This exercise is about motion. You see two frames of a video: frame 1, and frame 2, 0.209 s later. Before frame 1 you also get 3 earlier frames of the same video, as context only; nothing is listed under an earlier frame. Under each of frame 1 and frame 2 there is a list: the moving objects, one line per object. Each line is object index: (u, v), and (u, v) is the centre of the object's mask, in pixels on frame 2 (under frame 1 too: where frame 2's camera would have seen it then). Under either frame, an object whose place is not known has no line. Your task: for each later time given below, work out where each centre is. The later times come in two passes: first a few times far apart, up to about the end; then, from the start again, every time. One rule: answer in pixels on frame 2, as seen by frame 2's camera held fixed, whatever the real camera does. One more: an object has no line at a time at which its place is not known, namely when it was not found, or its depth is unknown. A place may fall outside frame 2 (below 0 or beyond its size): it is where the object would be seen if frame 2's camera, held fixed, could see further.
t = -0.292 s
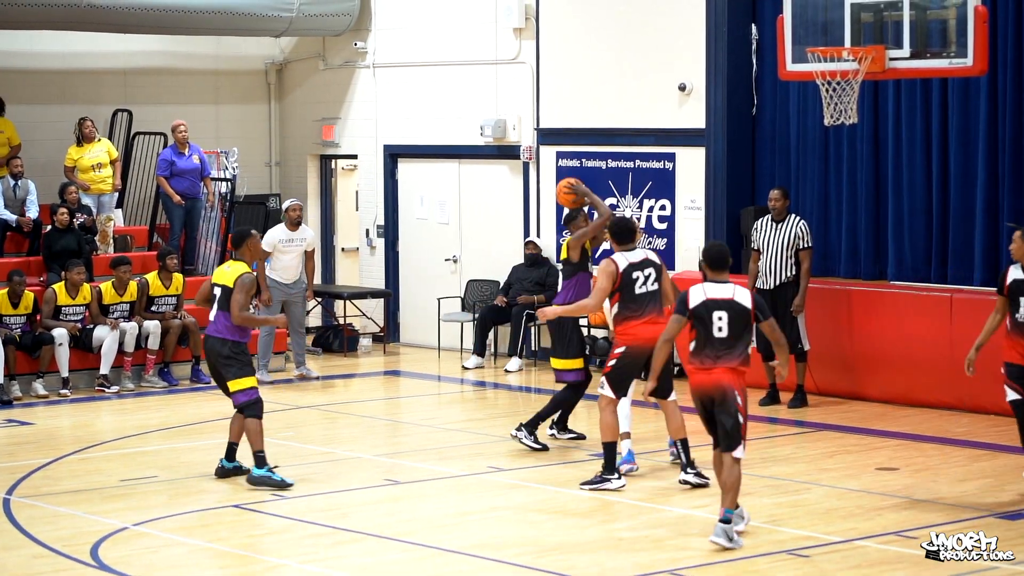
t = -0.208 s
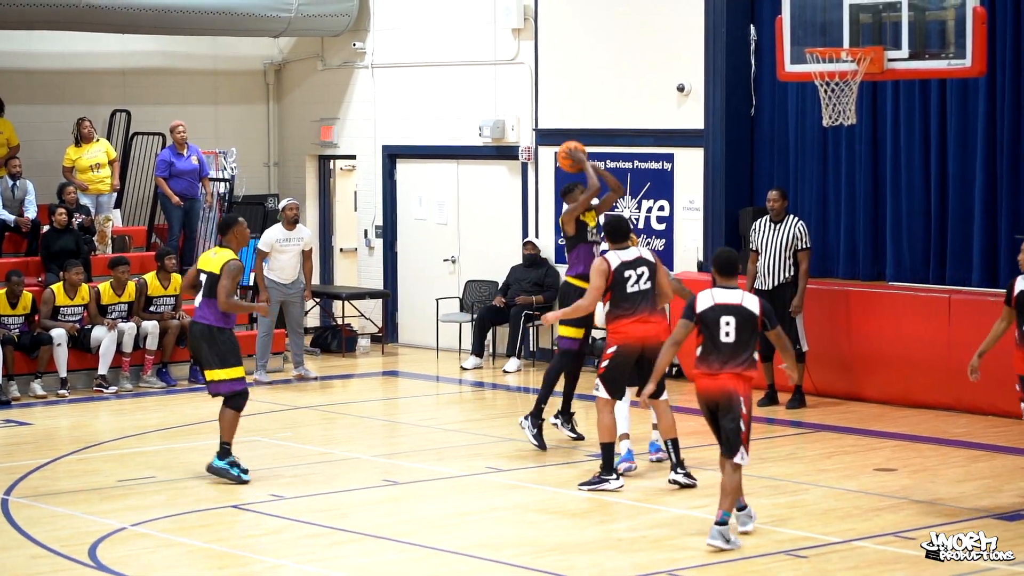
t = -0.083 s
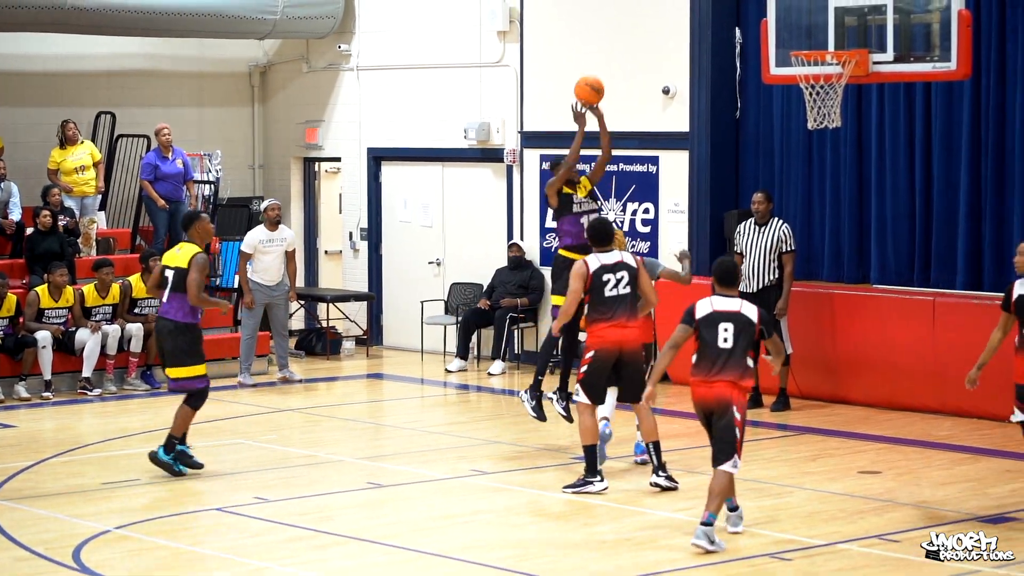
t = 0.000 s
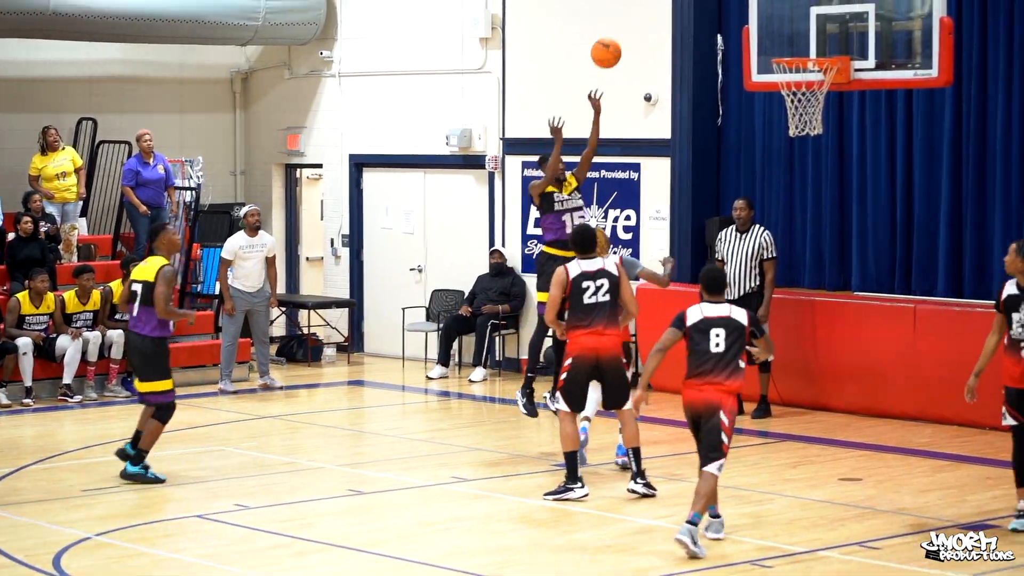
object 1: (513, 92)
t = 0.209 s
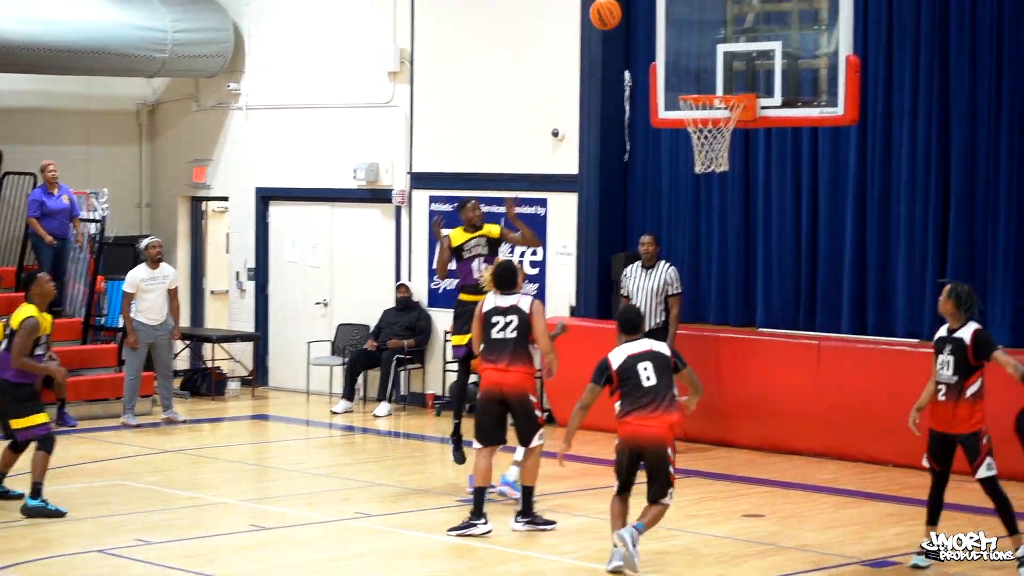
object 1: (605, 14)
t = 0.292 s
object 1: (643, -3)
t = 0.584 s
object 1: (699, 7)
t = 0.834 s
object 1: (715, 105)
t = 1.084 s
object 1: (701, 139)
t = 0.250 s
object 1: (624, 4)
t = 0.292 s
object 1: (643, -3)
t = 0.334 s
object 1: (663, -9)
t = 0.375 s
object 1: (675, -12)
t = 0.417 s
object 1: (681, -13)
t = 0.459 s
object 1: (685, -11)
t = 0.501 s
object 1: (690, -7)
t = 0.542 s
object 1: (695, -2)
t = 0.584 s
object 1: (699, 7)
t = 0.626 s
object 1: (705, 19)
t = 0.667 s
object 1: (709, 33)
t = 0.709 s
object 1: (714, 51)
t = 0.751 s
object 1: (719, 71)
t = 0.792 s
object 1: (721, 84)
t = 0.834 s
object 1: (715, 105)
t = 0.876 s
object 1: (706, 120)
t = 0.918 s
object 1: (700, 133)
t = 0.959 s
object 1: (699, 134)
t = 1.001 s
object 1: (699, 133)
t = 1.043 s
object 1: (700, 135)
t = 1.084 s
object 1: (701, 139)
